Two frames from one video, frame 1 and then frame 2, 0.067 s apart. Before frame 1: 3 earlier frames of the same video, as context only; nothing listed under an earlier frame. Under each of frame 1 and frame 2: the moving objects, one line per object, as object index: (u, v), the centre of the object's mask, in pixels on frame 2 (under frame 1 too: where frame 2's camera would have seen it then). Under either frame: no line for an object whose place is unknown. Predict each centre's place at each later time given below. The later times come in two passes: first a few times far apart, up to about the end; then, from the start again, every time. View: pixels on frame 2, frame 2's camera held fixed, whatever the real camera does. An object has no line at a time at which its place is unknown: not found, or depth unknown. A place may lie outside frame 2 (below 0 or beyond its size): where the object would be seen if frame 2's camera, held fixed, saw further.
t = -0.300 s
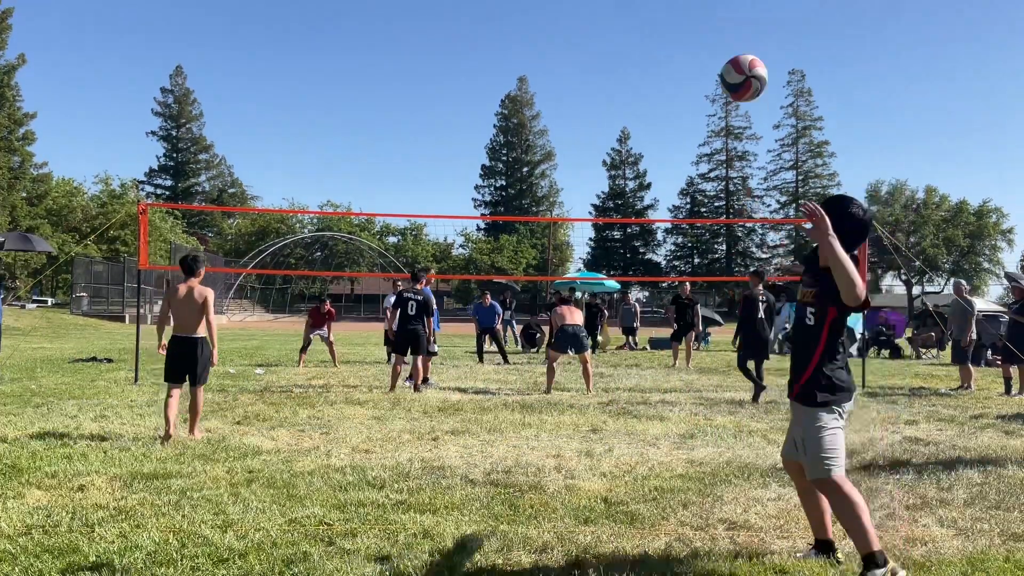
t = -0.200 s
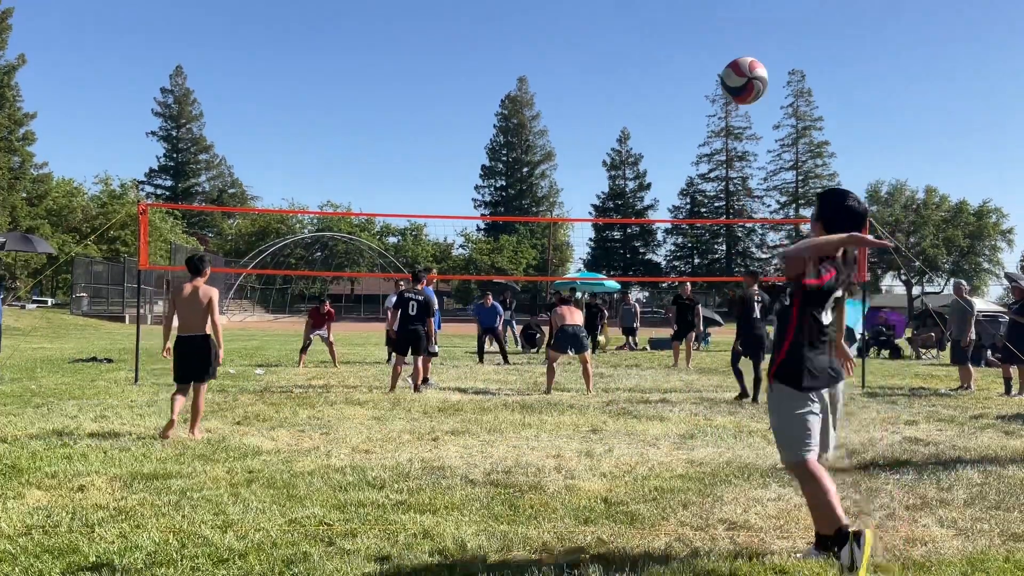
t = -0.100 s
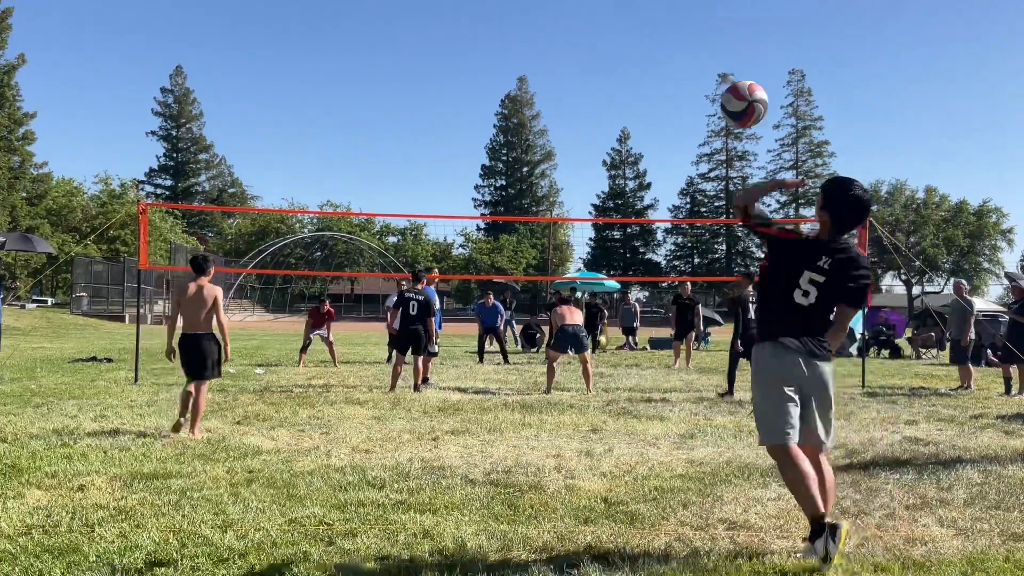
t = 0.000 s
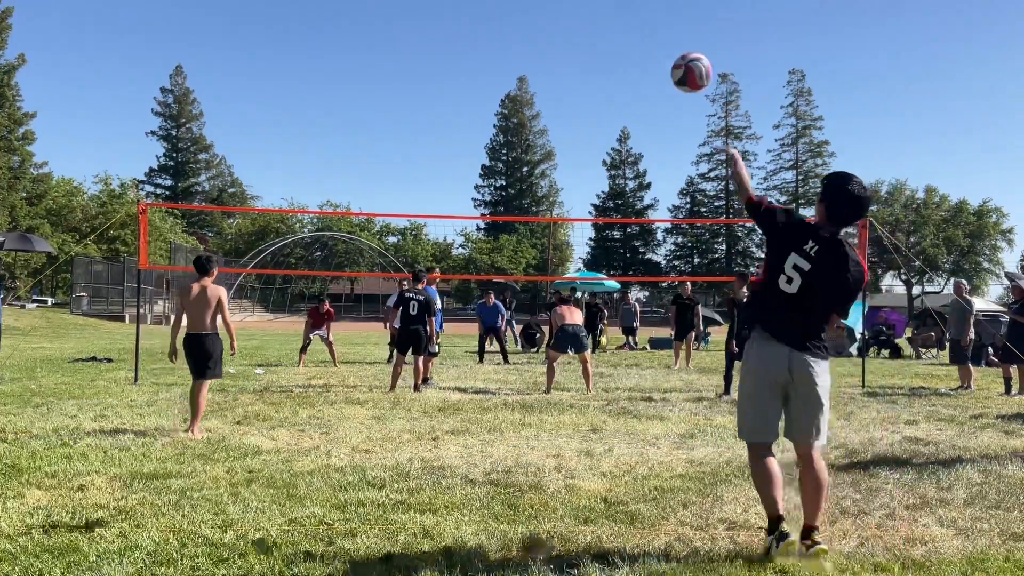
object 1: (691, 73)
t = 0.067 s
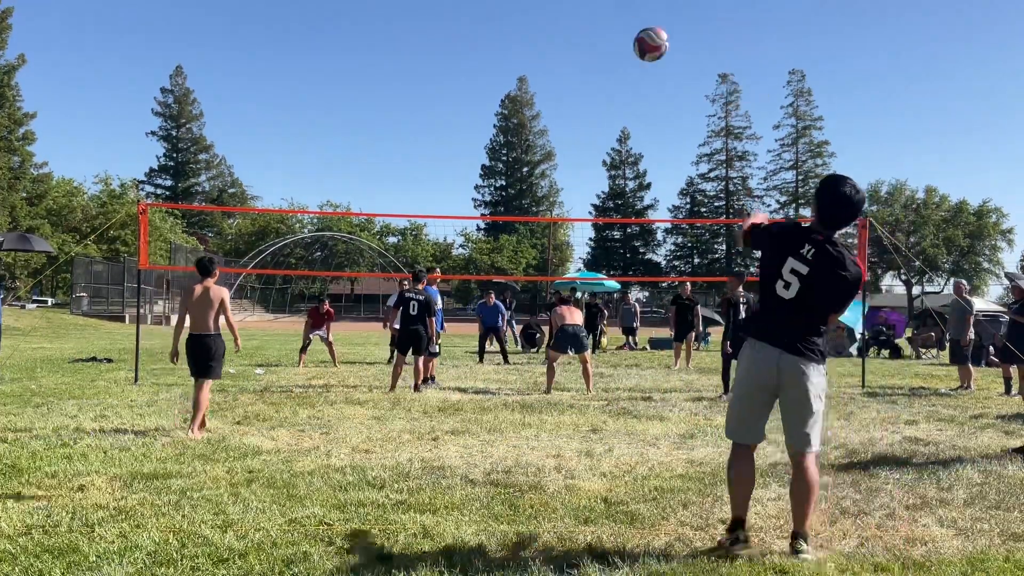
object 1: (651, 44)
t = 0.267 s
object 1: (572, 24)
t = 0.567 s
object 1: (504, 68)
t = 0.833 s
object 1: (466, 136)
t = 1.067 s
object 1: (440, 208)
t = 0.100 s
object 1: (634, 35)
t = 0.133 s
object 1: (619, 29)
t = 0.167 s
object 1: (606, 26)
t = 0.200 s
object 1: (593, 24)
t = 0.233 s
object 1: (582, 24)
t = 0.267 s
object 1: (572, 24)
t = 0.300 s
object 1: (562, 27)
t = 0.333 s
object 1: (553, 30)
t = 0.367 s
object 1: (544, 33)
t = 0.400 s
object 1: (537, 38)
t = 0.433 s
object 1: (529, 43)
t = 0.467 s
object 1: (522, 48)
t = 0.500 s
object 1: (516, 54)
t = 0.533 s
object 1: (510, 61)
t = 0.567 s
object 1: (504, 68)
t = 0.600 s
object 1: (498, 75)
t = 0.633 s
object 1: (493, 83)
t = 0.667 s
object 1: (488, 91)
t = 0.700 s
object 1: (484, 100)
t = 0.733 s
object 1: (479, 108)
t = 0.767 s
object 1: (475, 117)
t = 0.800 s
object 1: (471, 126)
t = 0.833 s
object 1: (466, 136)
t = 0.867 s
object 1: (462, 146)
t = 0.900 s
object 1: (459, 156)
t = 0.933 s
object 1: (455, 166)
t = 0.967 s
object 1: (451, 177)
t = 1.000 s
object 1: (447, 187)
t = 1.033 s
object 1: (444, 198)
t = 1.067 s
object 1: (440, 208)
